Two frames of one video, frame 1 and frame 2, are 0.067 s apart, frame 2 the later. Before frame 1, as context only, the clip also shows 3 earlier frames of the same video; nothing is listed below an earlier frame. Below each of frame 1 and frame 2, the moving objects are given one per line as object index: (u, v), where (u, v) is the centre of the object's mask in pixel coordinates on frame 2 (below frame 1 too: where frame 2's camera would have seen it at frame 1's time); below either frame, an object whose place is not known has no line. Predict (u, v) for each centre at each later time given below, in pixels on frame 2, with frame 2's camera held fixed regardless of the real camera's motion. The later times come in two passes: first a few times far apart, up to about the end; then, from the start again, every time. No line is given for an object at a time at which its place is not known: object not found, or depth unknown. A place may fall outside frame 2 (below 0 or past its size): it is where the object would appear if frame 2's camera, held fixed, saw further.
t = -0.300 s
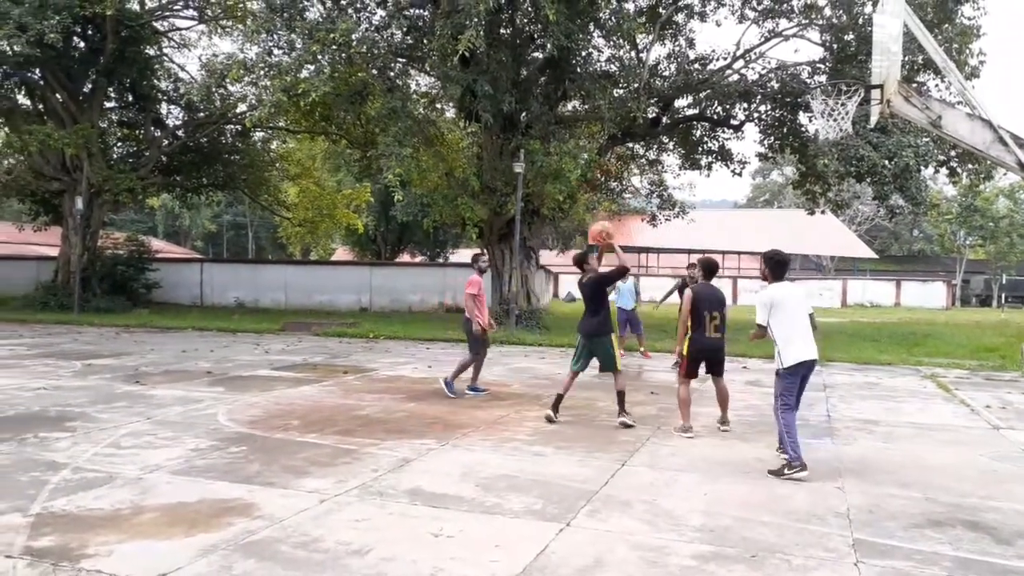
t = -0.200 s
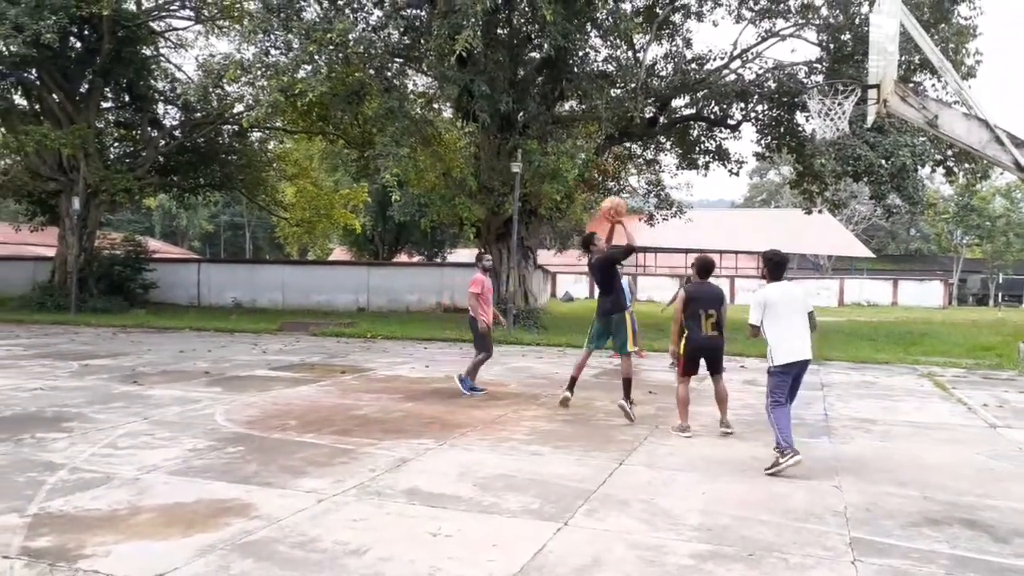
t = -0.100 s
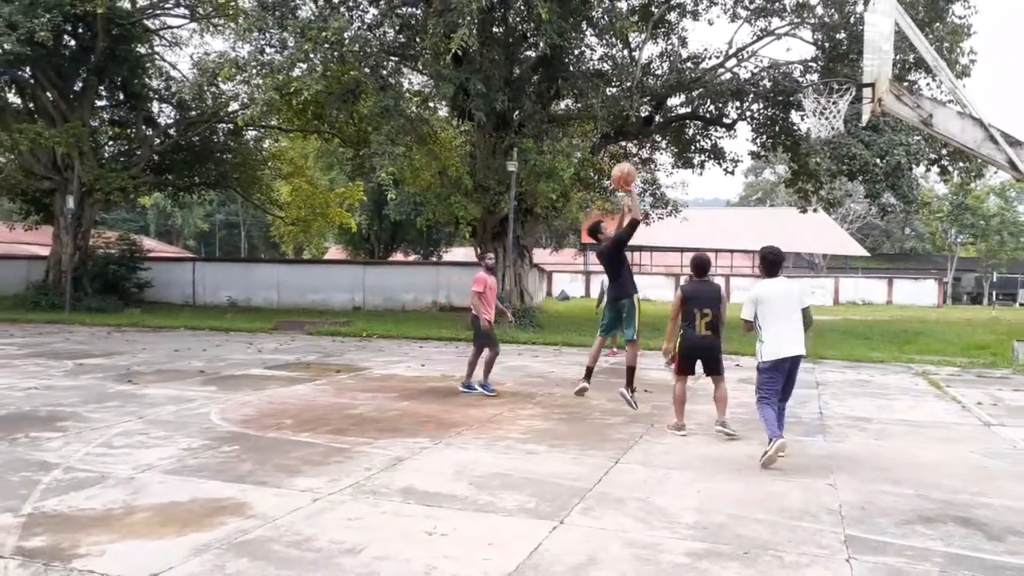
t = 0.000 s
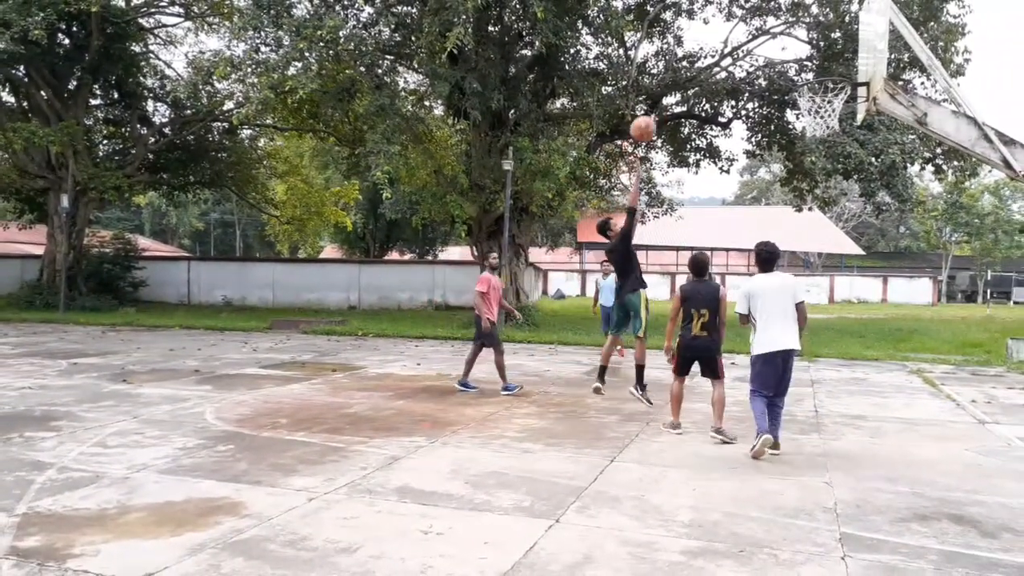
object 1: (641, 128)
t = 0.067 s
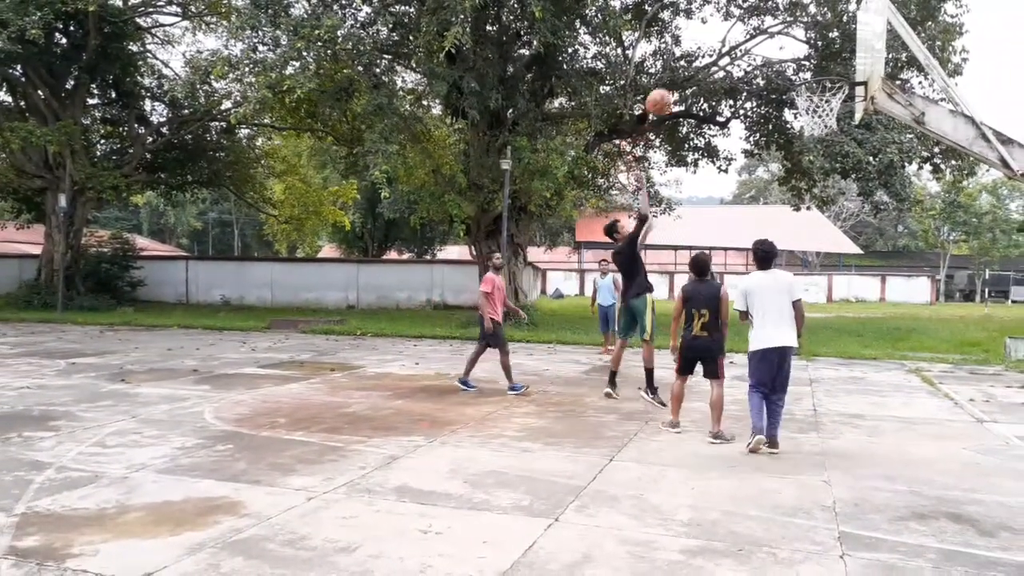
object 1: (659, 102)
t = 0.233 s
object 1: (705, 55)
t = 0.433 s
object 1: (762, 35)
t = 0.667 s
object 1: (830, 66)
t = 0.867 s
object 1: (796, 78)
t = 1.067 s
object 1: (754, 126)
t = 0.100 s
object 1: (668, 90)
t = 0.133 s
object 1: (678, 79)
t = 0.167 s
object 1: (686, 71)
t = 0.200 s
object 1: (694, 63)
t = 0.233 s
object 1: (705, 55)
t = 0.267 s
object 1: (715, 49)
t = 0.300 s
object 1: (723, 44)
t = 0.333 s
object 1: (732, 39)
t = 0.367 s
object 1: (742, 37)
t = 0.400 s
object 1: (753, 35)
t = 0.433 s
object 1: (762, 35)
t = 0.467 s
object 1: (771, 35)
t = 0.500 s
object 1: (780, 37)
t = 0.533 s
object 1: (791, 41)
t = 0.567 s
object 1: (801, 47)
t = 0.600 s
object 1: (812, 52)
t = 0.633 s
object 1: (822, 59)
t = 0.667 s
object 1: (830, 66)
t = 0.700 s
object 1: (835, 71)
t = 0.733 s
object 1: (826, 70)
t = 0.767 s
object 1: (819, 70)
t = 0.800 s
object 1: (810, 71)
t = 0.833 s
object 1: (803, 75)
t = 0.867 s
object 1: (796, 78)
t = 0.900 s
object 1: (787, 84)
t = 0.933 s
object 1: (781, 92)
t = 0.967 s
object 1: (775, 98)
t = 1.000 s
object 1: (767, 106)
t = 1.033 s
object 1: (761, 116)
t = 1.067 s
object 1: (754, 126)
